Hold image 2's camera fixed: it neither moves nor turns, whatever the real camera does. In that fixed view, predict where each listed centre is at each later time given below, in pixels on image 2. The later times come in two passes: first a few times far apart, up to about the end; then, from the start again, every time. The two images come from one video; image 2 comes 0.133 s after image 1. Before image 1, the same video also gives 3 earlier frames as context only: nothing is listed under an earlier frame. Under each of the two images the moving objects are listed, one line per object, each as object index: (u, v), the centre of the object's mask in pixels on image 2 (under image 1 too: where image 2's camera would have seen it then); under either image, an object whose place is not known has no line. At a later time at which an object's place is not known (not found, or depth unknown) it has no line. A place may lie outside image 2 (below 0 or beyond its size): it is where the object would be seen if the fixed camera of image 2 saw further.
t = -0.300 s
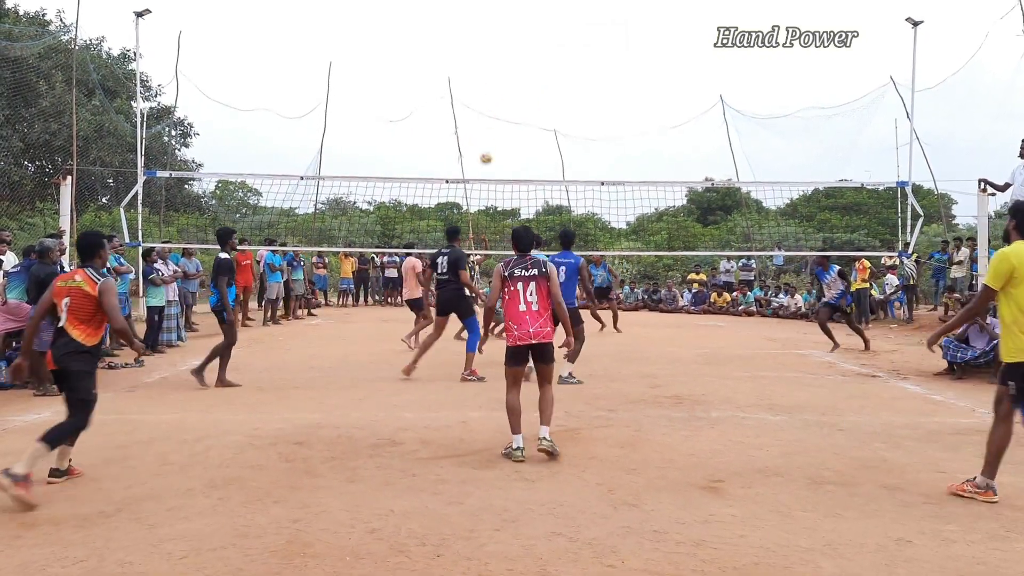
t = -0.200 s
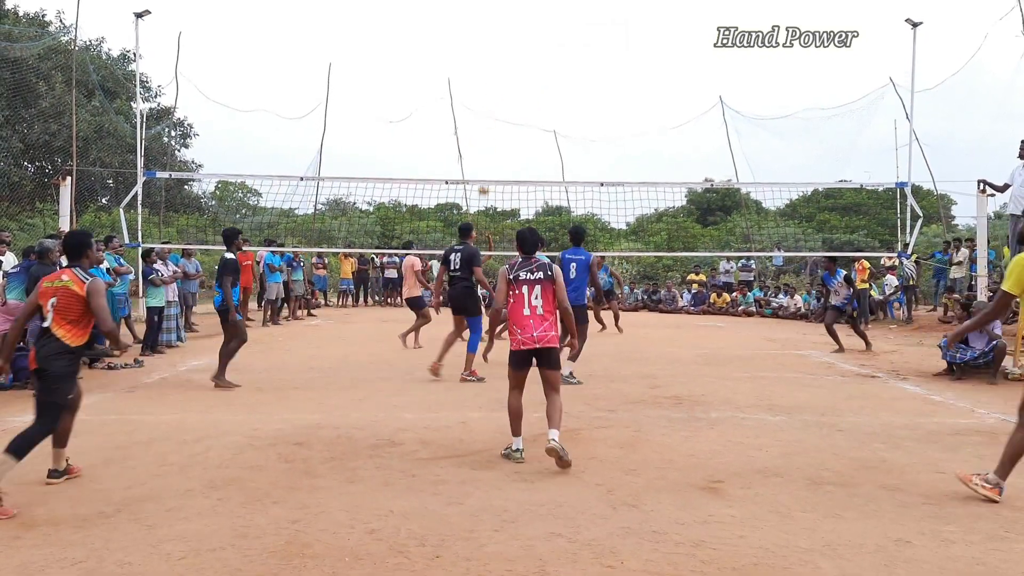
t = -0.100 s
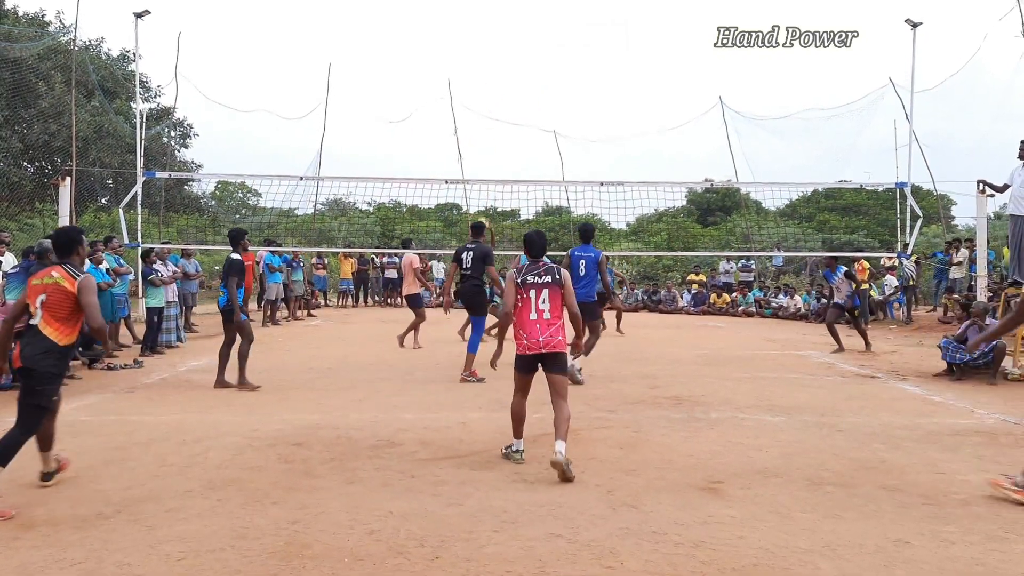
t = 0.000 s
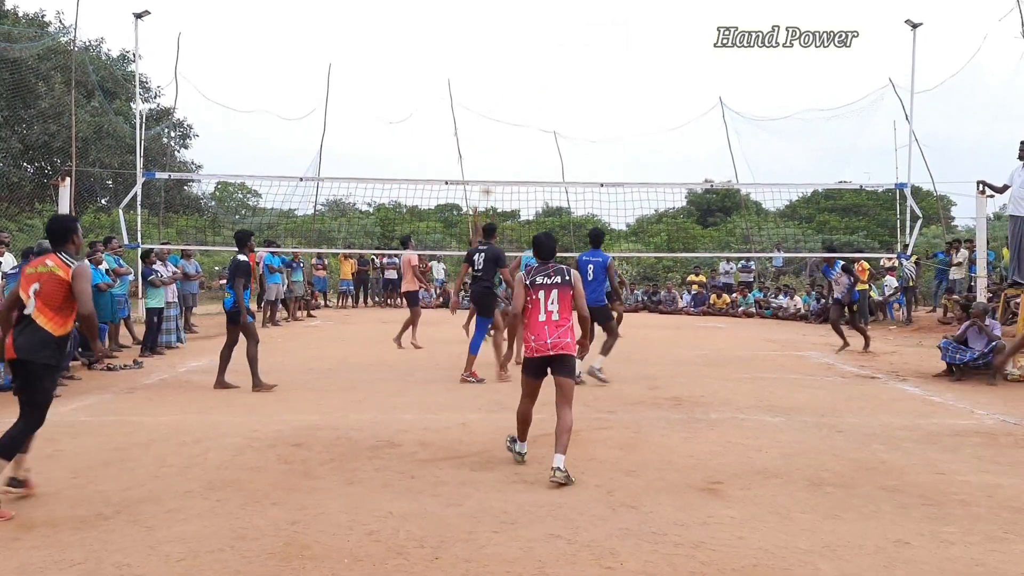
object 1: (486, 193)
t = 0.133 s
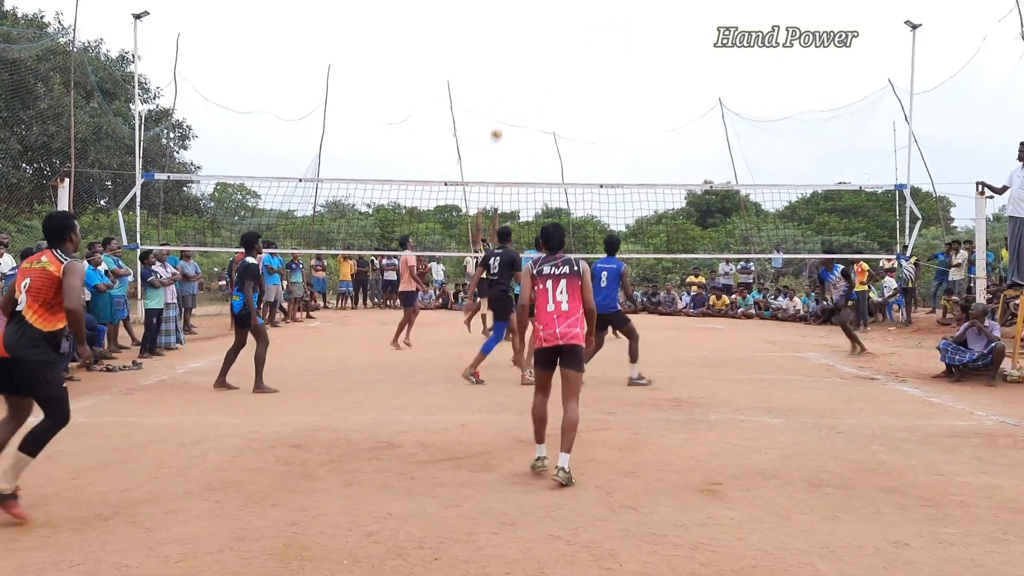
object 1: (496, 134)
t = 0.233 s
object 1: (504, 97)
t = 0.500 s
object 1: (526, 26)
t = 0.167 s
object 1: (499, 121)
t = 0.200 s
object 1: (502, 109)
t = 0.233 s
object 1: (504, 97)
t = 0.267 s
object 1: (507, 86)
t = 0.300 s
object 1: (510, 75)
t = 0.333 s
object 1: (512, 65)
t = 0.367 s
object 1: (515, 56)
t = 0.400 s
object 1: (518, 47)
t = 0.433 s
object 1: (521, 40)
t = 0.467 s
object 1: (523, 32)
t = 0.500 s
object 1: (526, 26)
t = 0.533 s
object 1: (529, 20)
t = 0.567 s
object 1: (532, 14)
